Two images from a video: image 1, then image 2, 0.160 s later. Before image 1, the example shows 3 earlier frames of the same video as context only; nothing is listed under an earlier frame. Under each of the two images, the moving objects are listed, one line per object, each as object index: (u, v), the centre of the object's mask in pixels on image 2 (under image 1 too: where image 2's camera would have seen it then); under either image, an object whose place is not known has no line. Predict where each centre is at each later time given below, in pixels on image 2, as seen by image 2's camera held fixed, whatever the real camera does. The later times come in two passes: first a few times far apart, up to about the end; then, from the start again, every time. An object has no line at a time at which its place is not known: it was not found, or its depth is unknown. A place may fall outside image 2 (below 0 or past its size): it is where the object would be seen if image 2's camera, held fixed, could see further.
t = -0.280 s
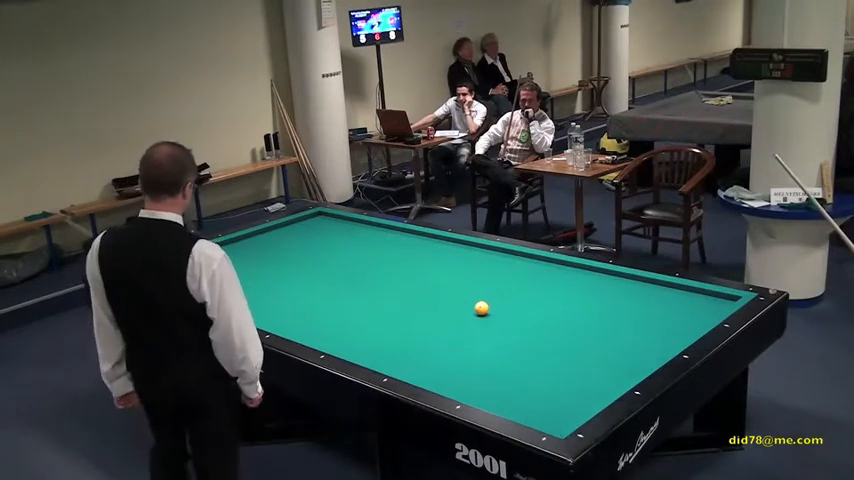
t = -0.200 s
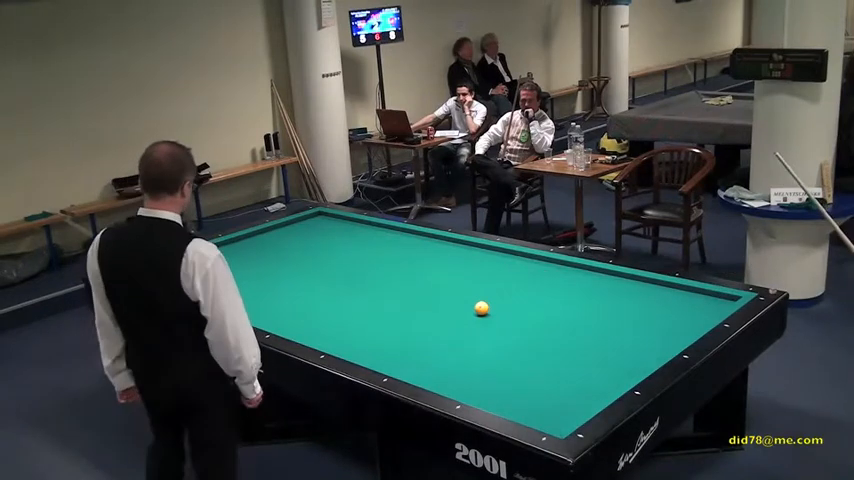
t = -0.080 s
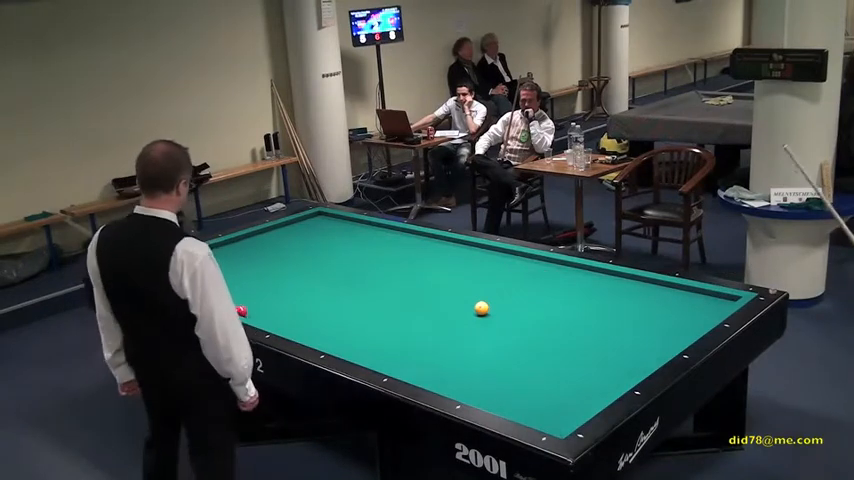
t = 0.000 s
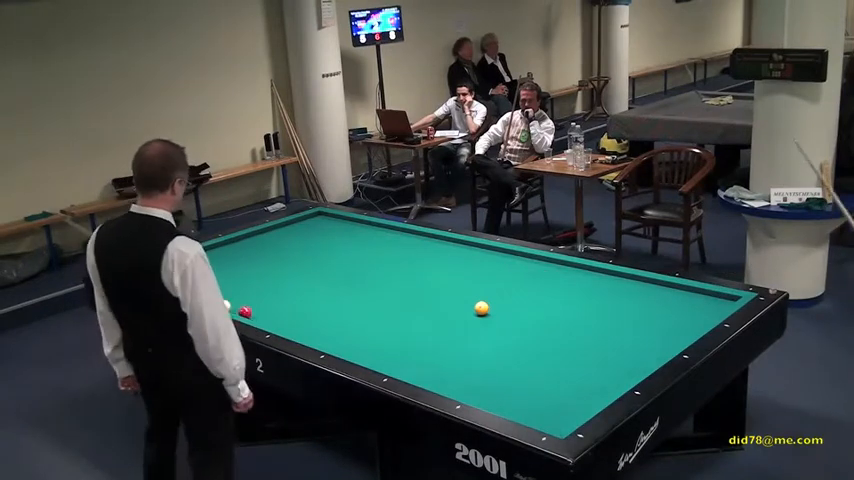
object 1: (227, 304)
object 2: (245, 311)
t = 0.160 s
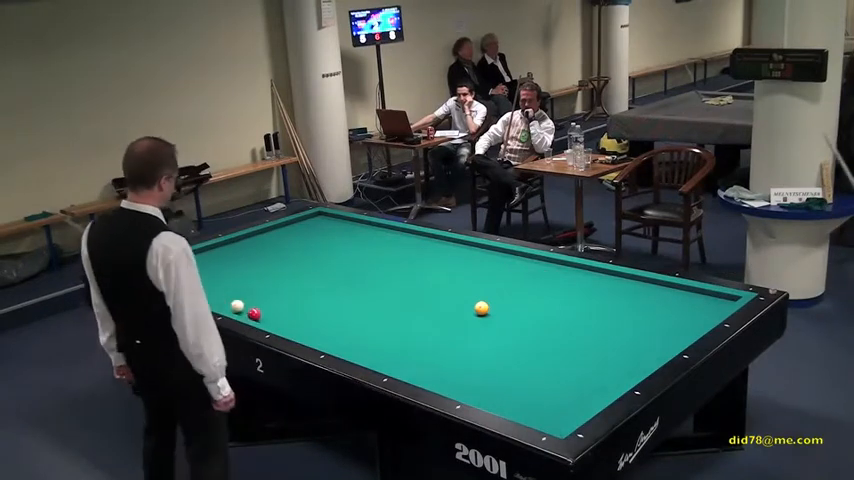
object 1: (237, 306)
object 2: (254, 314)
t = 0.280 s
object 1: (246, 306)
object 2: (261, 315)
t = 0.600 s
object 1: (272, 306)
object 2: (278, 318)
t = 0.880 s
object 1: (295, 306)
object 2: (294, 321)
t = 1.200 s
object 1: (320, 306)
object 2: (311, 324)
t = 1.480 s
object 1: (341, 306)
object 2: (325, 326)
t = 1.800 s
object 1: (364, 305)
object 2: (342, 329)
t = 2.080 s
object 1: (384, 305)
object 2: (355, 331)
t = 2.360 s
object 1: (402, 305)
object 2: (369, 333)
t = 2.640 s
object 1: (421, 305)
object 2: (381, 335)
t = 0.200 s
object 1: (240, 306)
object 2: (256, 314)
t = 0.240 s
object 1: (243, 306)
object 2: (258, 315)
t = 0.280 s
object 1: (246, 306)
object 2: (261, 315)
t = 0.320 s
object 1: (250, 306)
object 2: (263, 316)
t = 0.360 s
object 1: (253, 306)
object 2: (265, 316)
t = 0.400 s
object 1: (256, 306)
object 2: (267, 317)
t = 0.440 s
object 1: (259, 306)
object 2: (270, 317)
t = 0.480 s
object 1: (263, 306)
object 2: (272, 318)
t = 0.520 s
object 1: (266, 306)
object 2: (274, 318)
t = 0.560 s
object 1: (269, 306)
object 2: (276, 319)
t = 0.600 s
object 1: (272, 306)
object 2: (278, 318)
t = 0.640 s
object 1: (276, 306)
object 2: (280, 319)
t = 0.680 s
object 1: (279, 306)
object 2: (283, 319)
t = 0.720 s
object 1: (282, 306)
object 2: (285, 319)
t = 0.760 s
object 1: (285, 306)
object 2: (287, 320)
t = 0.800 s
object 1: (289, 306)
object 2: (289, 320)
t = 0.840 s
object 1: (292, 306)
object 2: (291, 321)
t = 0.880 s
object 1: (295, 306)
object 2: (294, 321)
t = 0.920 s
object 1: (298, 306)
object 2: (296, 321)
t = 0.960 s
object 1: (301, 306)
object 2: (298, 322)
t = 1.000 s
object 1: (304, 306)
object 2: (300, 322)
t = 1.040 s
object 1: (307, 306)
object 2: (302, 322)
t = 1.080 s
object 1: (311, 306)
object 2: (304, 323)
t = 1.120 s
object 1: (314, 306)
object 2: (307, 323)
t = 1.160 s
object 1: (317, 306)
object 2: (309, 323)
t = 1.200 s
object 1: (320, 306)
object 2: (311, 324)
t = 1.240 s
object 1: (323, 306)
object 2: (313, 324)
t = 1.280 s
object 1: (326, 306)
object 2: (315, 324)
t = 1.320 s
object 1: (329, 306)
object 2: (317, 325)
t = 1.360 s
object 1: (332, 306)
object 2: (319, 325)
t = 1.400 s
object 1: (335, 306)
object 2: (321, 326)
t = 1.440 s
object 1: (338, 306)
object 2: (323, 326)
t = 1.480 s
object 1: (341, 306)
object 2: (325, 326)
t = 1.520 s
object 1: (343, 306)
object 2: (327, 326)
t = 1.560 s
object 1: (347, 306)
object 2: (330, 327)
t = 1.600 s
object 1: (350, 305)
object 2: (332, 327)
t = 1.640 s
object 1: (352, 305)
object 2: (333, 327)
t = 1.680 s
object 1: (355, 305)
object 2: (336, 328)
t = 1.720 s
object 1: (358, 305)
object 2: (338, 328)
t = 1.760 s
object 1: (361, 305)
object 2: (340, 328)
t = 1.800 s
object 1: (364, 305)
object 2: (342, 329)
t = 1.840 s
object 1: (367, 305)
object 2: (343, 329)
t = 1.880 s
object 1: (370, 305)
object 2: (346, 329)
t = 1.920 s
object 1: (372, 305)
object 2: (347, 329)
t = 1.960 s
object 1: (375, 305)
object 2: (350, 330)
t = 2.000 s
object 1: (378, 305)
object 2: (351, 330)
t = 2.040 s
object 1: (381, 305)
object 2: (353, 331)
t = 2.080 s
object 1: (384, 305)
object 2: (355, 331)
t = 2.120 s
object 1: (386, 305)
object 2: (357, 331)
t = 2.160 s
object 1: (389, 305)
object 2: (359, 331)
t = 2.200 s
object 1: (392, 305)
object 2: (361, 332)
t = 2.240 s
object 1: (394, 305)
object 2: (363, 332)
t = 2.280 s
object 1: (397, 305)
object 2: (365, 332)
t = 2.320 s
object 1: (400, 305)
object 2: (367, 333)
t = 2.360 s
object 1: (402, 305)
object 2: (369, 333)
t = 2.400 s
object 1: (405, 305)
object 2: (370, 333)
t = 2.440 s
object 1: (408, 305)
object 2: (372, 333)
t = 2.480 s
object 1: (410, 305)
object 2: (374, 334)
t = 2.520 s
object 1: (413, 305)
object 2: (376, 334)
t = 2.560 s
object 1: (416, 305)
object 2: (377, 335)
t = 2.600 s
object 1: (418, 305)
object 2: (379, 335)
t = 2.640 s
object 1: (421, 305)
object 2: (381, 335)
